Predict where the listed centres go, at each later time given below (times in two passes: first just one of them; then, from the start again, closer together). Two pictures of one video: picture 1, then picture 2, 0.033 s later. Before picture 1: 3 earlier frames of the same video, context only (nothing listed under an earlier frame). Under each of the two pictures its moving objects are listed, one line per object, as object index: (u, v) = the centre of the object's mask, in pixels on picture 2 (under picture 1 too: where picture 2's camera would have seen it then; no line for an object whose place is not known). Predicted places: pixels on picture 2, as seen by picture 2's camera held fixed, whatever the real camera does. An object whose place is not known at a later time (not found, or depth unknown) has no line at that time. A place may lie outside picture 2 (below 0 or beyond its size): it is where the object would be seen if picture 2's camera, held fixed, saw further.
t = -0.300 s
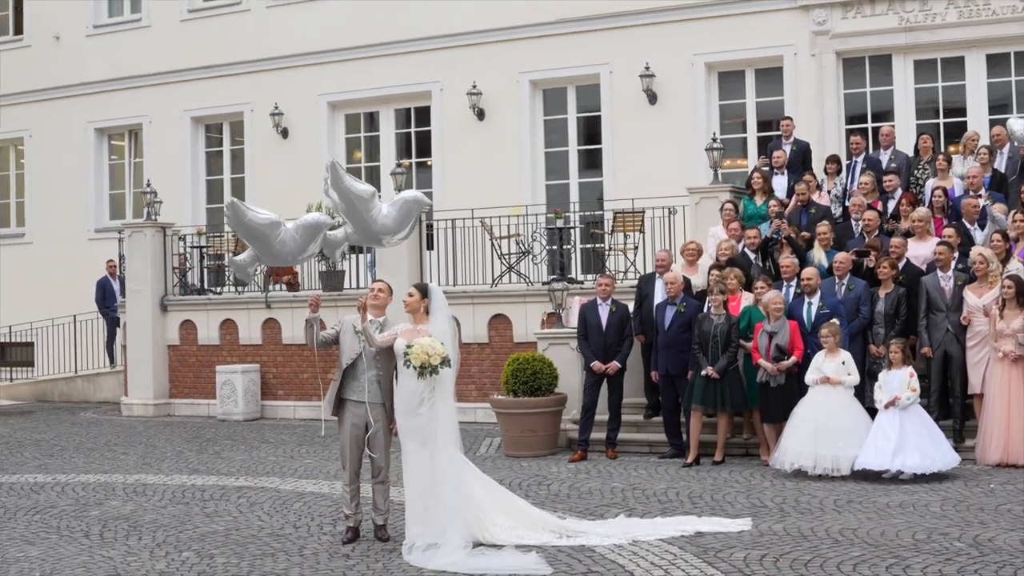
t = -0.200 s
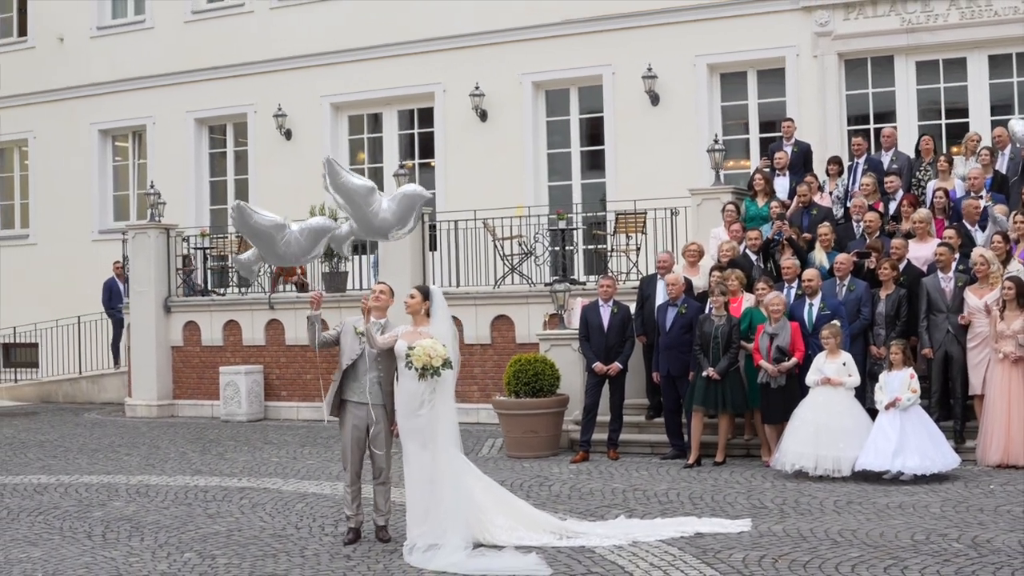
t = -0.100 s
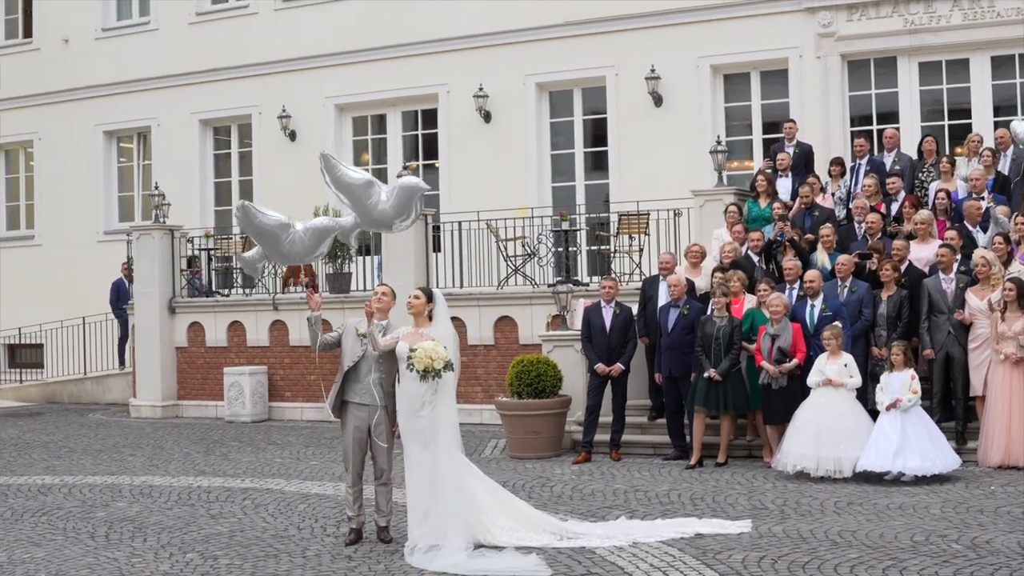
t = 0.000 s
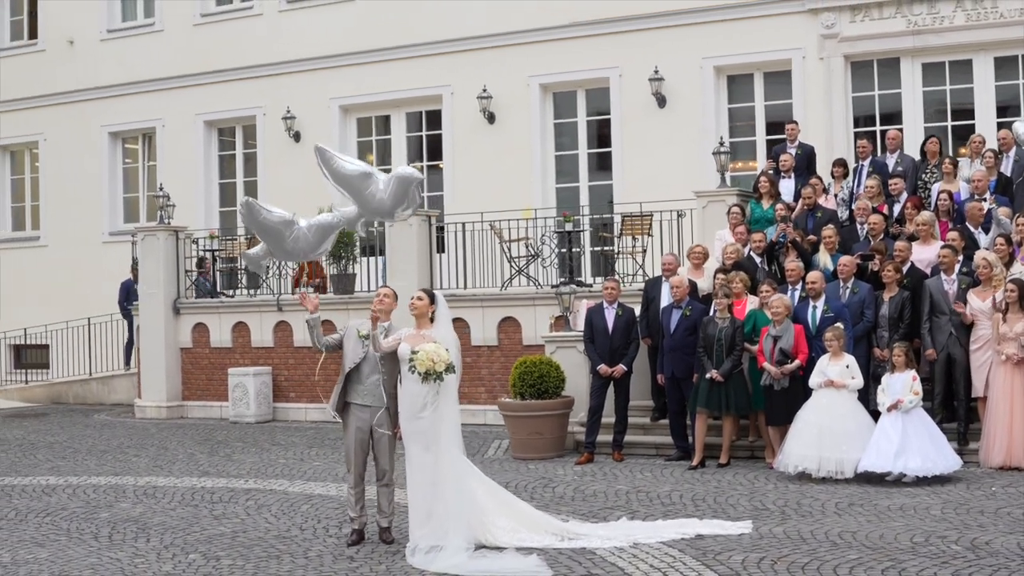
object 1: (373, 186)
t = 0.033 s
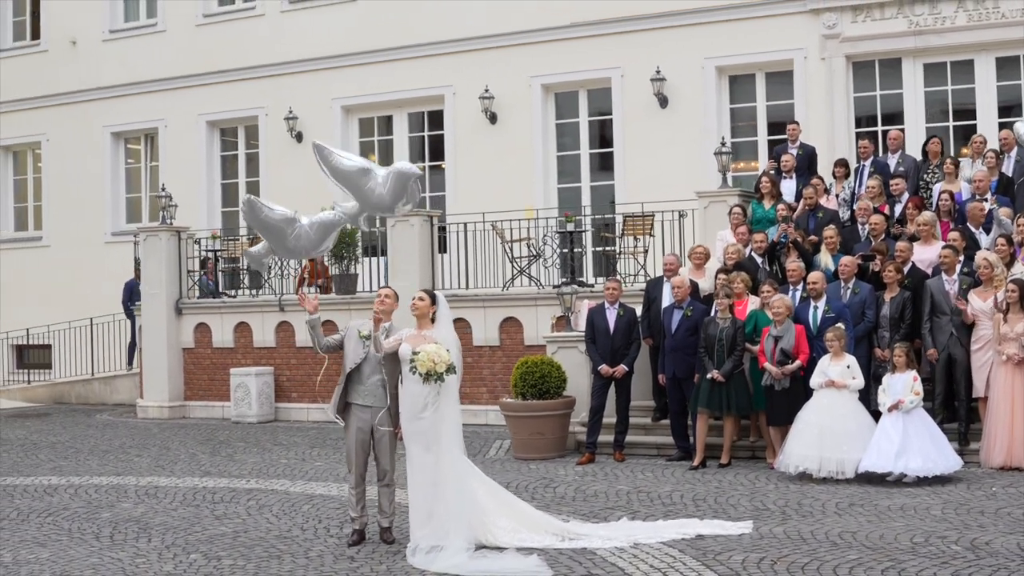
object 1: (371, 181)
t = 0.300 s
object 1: (348, 145)
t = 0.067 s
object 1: (370, 179)
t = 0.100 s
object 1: (366, 174)
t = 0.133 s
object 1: (363, 169)
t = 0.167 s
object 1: (361, 166)
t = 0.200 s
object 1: (357, 159)
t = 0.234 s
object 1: (354, 155)
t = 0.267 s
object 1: (353, 152)
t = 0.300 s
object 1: (348, 145)
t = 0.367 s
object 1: (341, 136)
